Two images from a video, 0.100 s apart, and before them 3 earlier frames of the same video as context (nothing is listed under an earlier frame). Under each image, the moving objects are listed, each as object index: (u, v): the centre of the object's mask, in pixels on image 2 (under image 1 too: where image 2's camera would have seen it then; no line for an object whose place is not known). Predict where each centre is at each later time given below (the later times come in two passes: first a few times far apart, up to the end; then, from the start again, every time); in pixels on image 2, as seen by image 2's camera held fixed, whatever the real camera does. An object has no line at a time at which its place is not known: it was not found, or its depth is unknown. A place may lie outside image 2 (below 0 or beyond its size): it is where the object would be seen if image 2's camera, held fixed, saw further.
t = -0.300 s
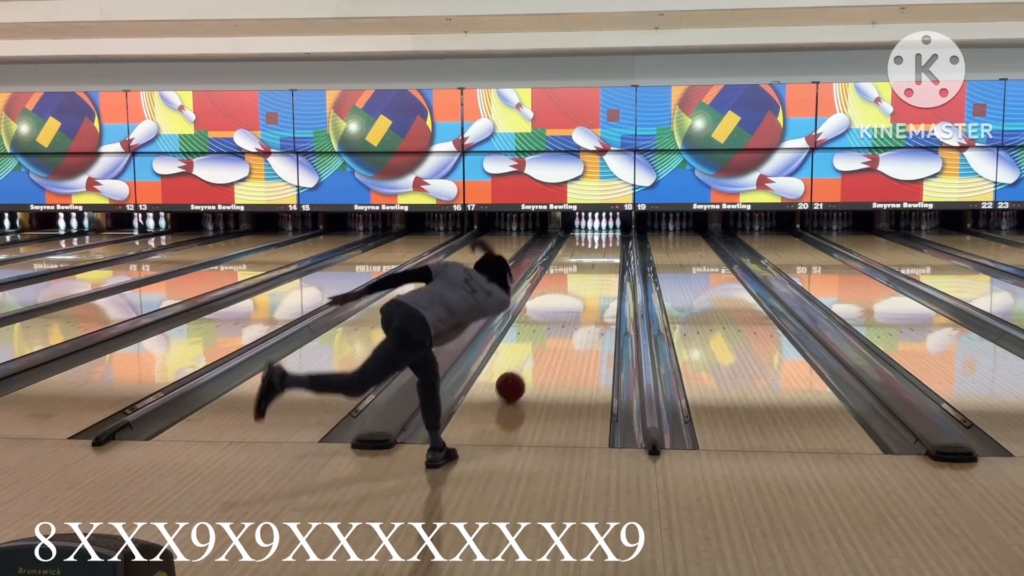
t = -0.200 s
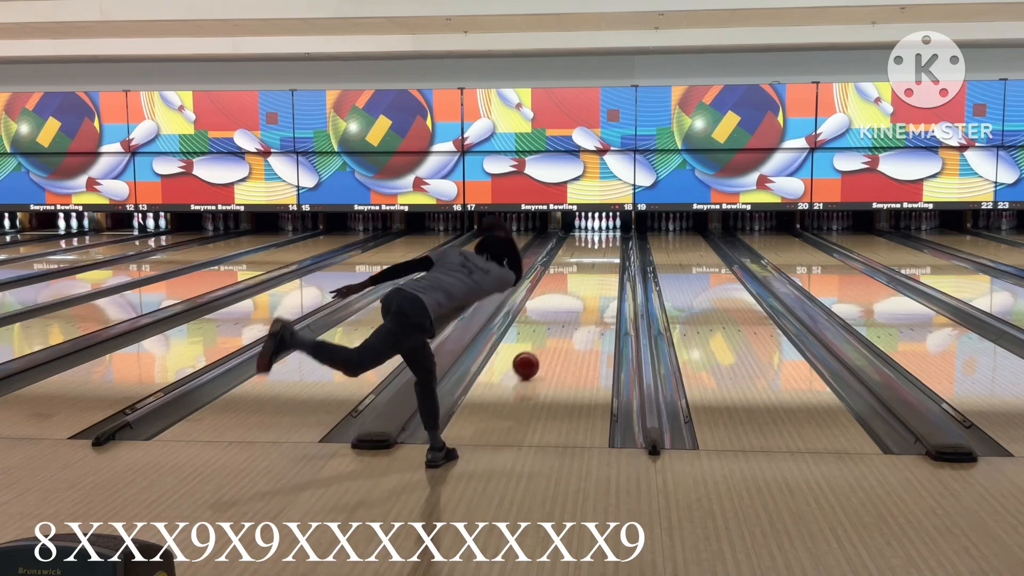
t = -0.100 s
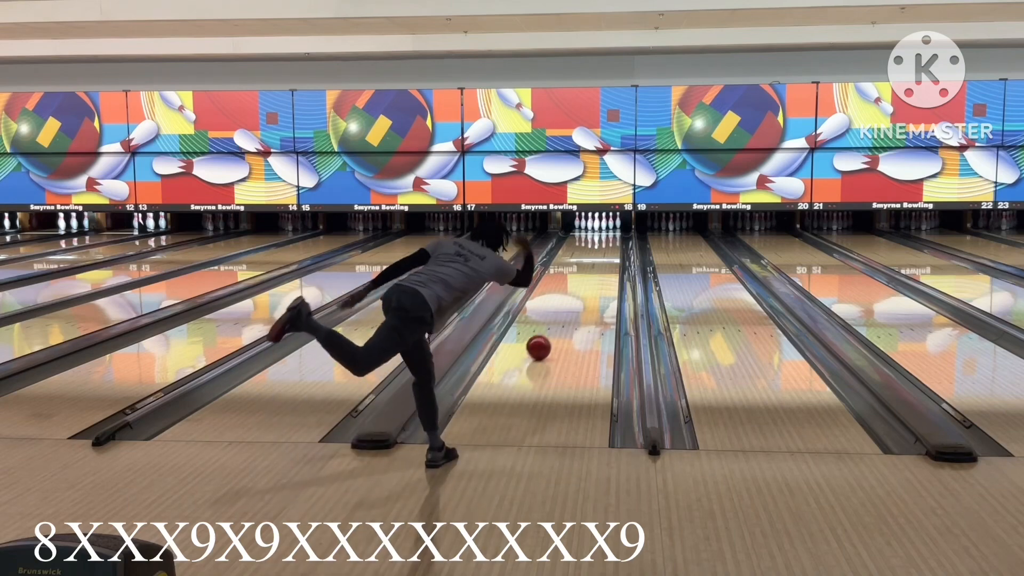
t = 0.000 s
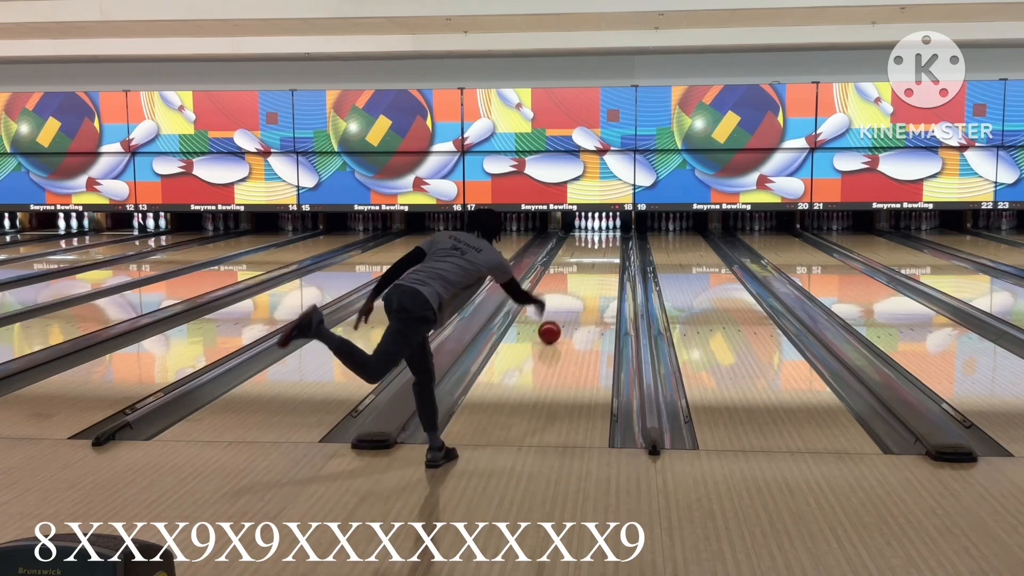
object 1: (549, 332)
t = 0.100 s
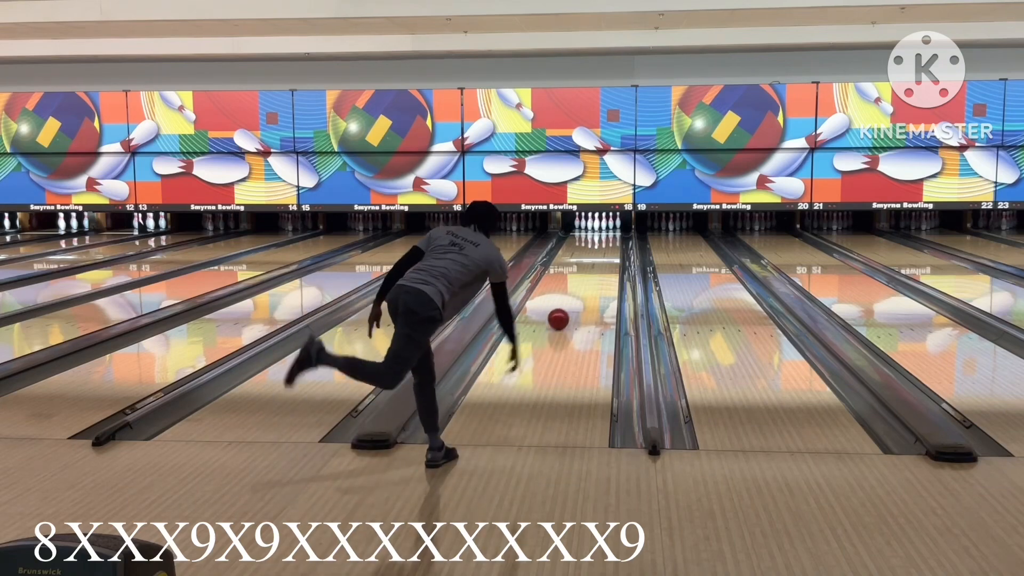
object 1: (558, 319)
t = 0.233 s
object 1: (568, 304)
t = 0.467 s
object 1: (582, 284)
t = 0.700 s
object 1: (592, 268)
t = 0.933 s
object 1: (599, 256)
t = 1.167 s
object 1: (604, 246)
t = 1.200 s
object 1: (604, 245)
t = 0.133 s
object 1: (561, 315)
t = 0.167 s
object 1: (564, 311)
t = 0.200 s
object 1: (566, 308)
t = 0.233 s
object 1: (568, 304)
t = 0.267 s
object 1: (571, 301)
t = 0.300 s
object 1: (573, 298)
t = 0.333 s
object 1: (575, 294)
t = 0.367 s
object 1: (577, 292)
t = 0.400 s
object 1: (579, 289)
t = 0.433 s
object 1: (580, 286)
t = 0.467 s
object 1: (582, 284)
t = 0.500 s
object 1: (584, 281)
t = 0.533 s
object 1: (585, 279)
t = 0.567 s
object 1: (587, 276)
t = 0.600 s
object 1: (588, 274)
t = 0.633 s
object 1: (590, 272)
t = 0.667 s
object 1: (591, 270)
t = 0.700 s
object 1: (592, 268)
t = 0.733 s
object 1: (593, 266)
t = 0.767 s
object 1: (594, 264)
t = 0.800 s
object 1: (595, 262)
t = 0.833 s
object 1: (597, 261)
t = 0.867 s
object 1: (597, 259)
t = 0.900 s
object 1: (598, 257)
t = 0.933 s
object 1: (599, 256)
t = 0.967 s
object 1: (600, 254)
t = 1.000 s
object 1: (601, 253)
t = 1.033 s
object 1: (602, 251)
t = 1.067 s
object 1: (602, 250)
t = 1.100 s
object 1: (603, 249)
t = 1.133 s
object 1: (603, 247)
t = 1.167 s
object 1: (604, 246)
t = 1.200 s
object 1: (604, 245)
